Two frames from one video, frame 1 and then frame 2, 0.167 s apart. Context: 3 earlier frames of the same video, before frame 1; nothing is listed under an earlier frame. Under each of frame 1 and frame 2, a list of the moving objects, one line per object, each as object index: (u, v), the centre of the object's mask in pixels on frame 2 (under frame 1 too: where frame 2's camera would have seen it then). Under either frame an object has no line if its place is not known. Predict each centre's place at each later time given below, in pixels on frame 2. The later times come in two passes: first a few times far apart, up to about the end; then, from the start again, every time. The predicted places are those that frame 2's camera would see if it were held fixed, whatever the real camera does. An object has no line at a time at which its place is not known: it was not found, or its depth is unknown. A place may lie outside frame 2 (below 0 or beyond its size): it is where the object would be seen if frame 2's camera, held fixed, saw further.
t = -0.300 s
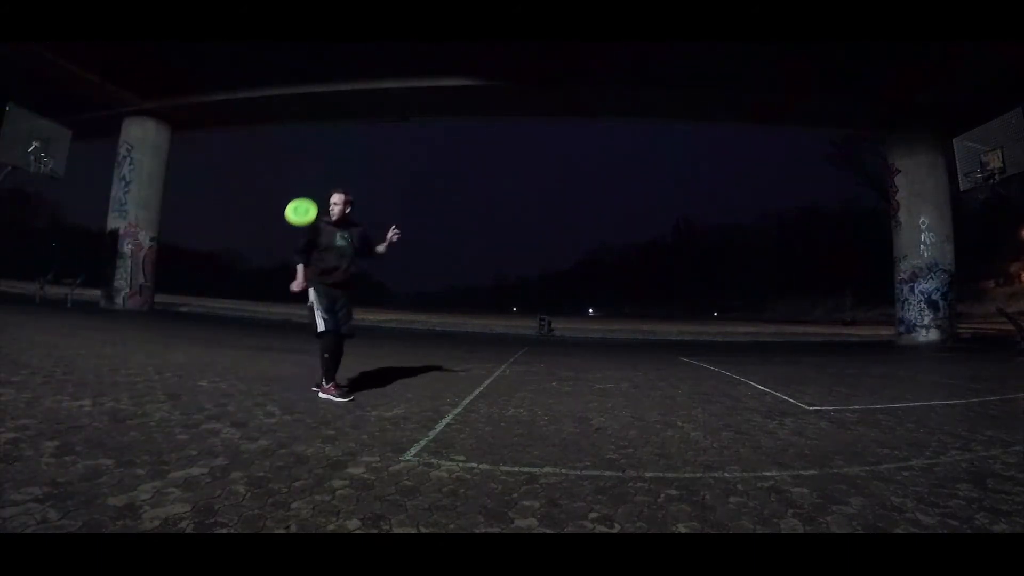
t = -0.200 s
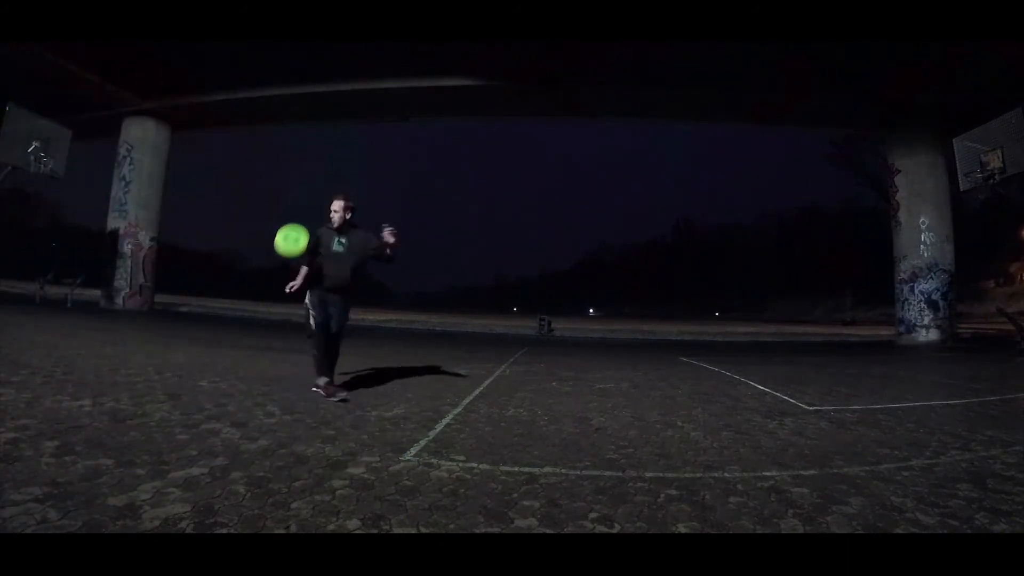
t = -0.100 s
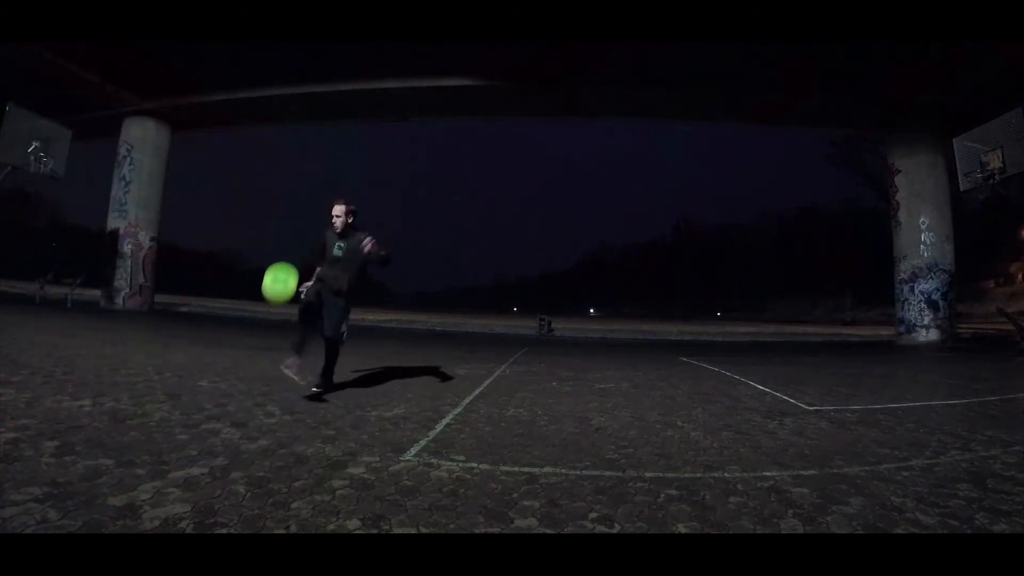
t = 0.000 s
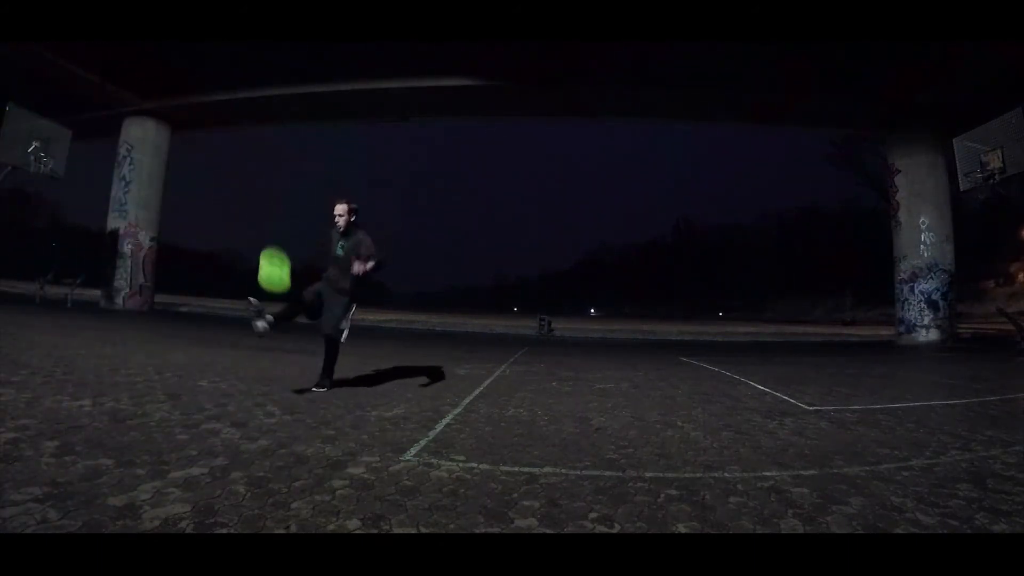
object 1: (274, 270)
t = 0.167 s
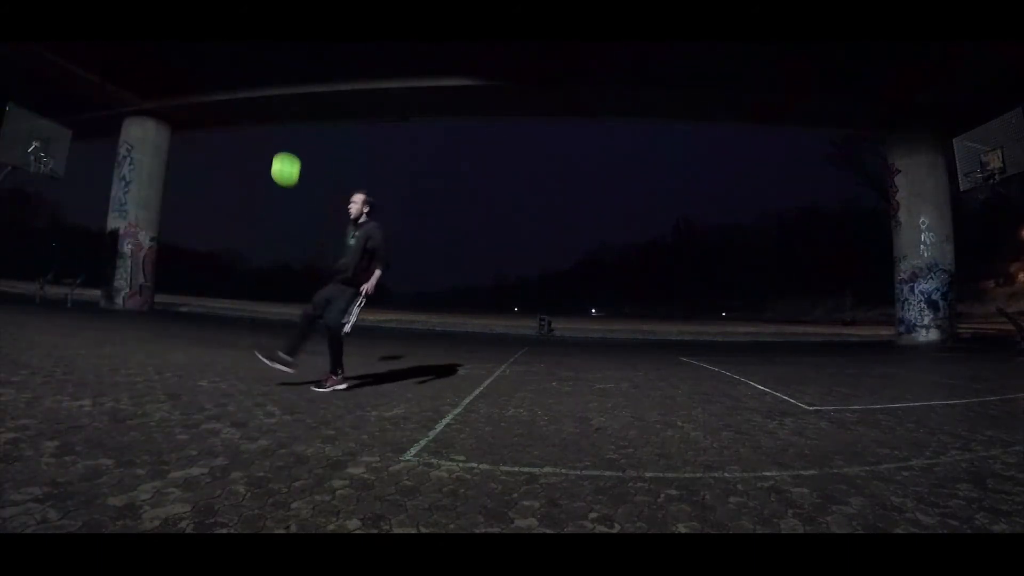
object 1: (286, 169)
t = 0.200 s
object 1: (288, 155)
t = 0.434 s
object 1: (304, 84)
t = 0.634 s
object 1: (318, 59)
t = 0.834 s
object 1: (330, 56)
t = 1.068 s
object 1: (346, 76)
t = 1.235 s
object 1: (360, 103)
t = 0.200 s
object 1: (288, 155)
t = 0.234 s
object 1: (290, 140)
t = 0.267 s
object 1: (293, 128)
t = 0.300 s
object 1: (295, 118)
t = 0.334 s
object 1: (297, 107)
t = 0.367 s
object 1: (300, 98)
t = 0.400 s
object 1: (303, 91)
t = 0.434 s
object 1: (304, 84)
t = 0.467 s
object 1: (307, 78)
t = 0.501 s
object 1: (310, 73)
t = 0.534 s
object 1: (311, 69)
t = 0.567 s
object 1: (314, 64)
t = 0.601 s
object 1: (316, 62)
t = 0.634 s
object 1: (318, 59)
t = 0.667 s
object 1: (320, 57)
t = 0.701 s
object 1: (322, 56)
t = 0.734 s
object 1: (324, 55)
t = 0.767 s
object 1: (326, 55)
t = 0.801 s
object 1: (328, 56)
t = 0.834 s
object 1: (330, 56)
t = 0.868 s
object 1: (332, 58)
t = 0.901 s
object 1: (334, 60)
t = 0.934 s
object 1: (336, 62)
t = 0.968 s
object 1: (339, 64)
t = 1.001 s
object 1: (341, 68)
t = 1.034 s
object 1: (343, 72)
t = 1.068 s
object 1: (346, 76)
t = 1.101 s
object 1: (348, 80)
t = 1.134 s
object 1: (351, 85)
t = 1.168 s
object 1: (353, 91)
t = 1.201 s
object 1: (357, 97)
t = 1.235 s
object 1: (360, 103)
